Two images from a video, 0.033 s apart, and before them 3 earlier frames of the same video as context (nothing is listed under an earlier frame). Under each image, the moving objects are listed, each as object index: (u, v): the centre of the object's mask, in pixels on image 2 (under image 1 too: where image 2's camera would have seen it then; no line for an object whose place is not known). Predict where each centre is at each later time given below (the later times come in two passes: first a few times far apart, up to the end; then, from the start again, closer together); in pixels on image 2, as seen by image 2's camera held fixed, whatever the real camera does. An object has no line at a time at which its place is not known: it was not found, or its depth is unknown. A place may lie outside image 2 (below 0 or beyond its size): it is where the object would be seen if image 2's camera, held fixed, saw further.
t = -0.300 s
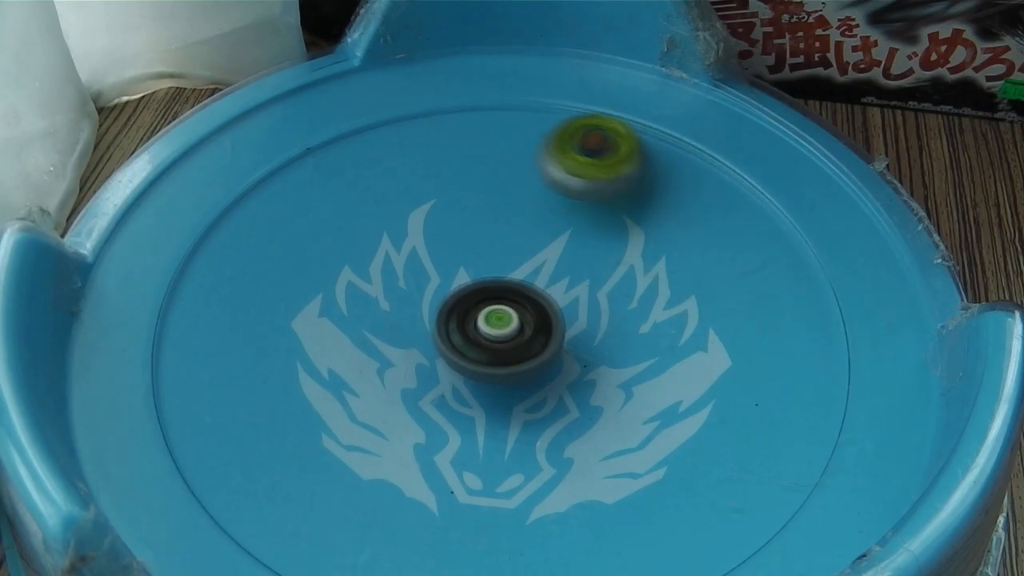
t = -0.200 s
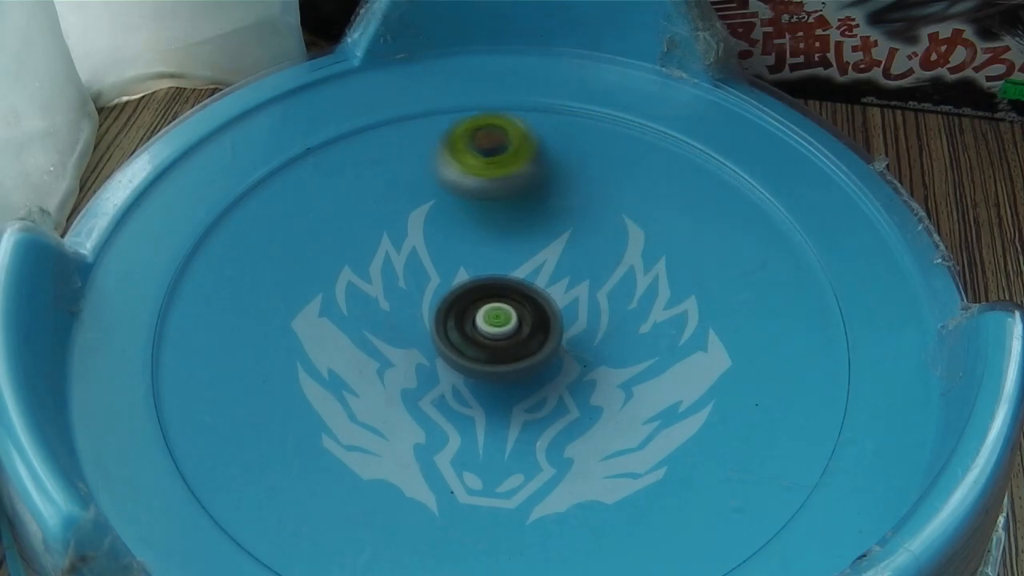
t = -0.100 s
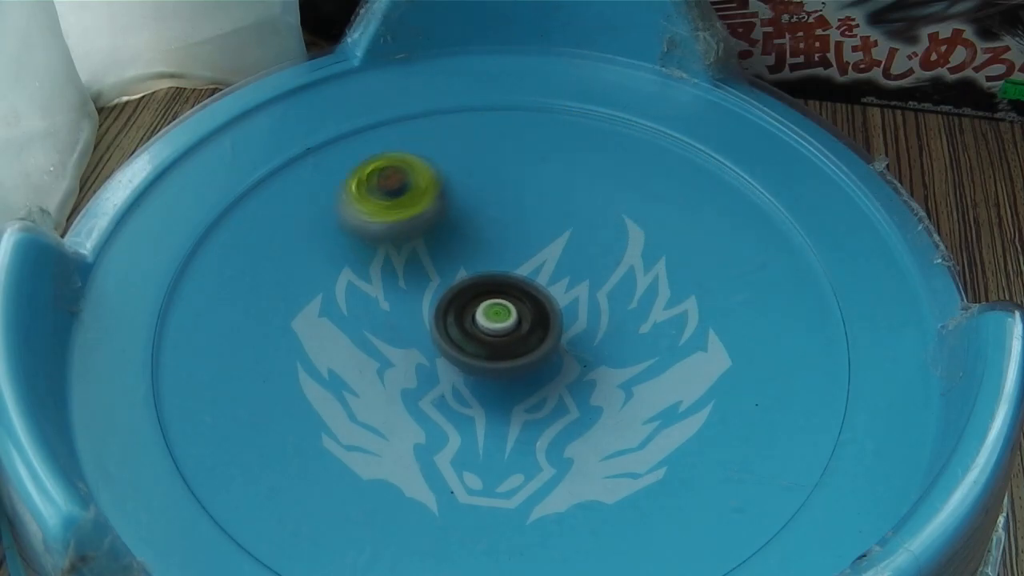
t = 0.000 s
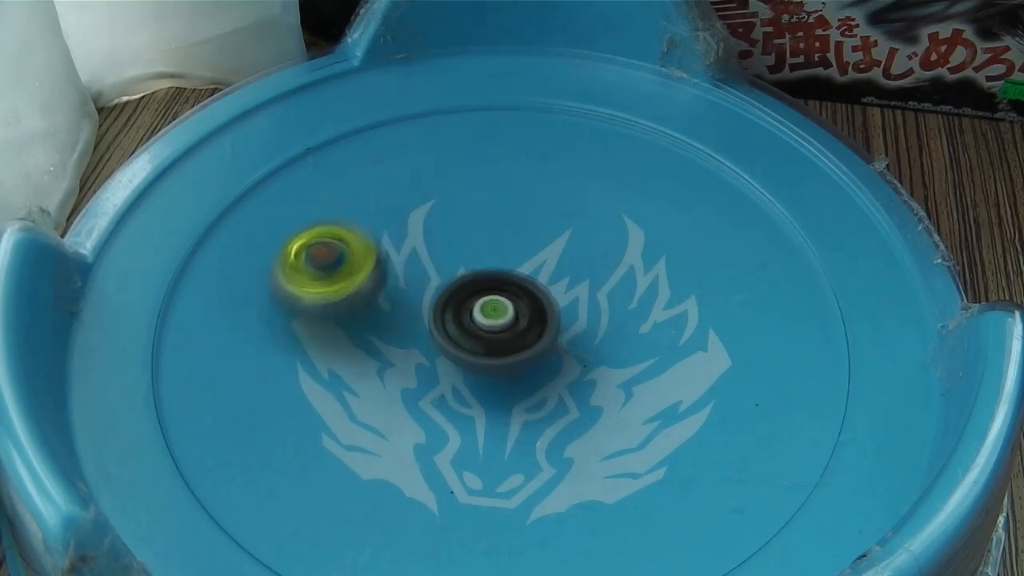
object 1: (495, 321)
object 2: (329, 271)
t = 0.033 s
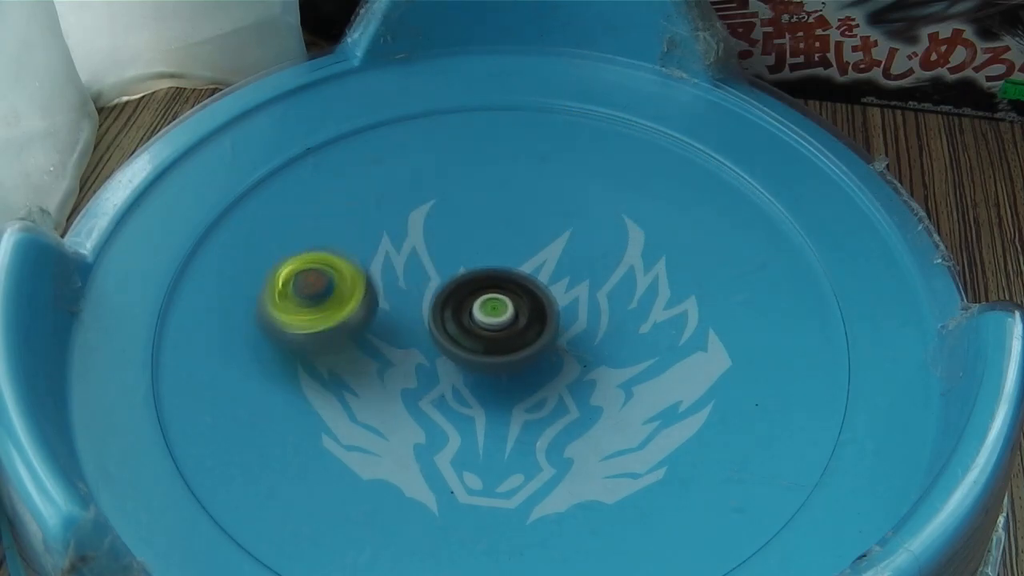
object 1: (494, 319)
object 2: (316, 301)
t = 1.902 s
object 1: (497, 330)
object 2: (647, 208)
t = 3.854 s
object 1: (498, 315)
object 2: (554, 450)
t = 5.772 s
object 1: (489, 315)
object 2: (332, 299)
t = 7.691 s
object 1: (505, 332)
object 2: (653, 307)
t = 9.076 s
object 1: (609, 373)
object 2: (326, 275)
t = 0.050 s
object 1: (493, 318)
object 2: (313, 316)
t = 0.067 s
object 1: (493, 317)
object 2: (311, 330)
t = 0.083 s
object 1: (492, 316)
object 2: (312, 345)
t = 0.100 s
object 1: (492, 316)
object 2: (314, 360)
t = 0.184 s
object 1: (489, 312)
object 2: (349, 438)
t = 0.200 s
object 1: (489, 311)
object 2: (361, 451)
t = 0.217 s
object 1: (488, 311)
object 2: (375, 463)
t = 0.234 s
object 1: (488, 310)
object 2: (390, 475)
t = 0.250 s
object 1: (489, 310)
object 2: (406, 484)
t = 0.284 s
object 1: (490, 310)
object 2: (444, 499)
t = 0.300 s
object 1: (490, 310)
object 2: (466, 506)
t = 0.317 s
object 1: (490, 311)
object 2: (488, 510)
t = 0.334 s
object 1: (490, 311)
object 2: (509, 511)
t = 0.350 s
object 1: (490, 312)
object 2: (532, 512)
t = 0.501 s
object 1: (489, 313)
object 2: (692, 444)
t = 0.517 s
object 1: (489, 313)
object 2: (701, 431)
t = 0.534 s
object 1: (490, 313)
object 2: (709, 416)
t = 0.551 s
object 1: (491, 313)
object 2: (713, 401)
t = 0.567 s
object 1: (491, 313)
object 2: (718, 387)
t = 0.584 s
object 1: (491, 313)
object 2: (719, 373)
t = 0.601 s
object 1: (491, 313)
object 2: (718, 358)
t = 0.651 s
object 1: (490, 313)
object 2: (706, 313)
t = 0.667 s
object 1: (490, 312)
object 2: (698, 299)
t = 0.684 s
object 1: (491, 312)
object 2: (690, 287)
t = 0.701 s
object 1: (491, 311)
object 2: (681, 275)
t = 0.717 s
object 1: (492, 312)
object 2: (669, 264)
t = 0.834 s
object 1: (495, 314)
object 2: (566, 206)
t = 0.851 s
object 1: (496, 314)
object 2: (549, 200)
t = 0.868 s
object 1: (496, 314)
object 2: (533, 197)
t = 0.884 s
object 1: (497, 315)
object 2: (517, 194)
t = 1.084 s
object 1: (510, 317)
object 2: (322, 224)
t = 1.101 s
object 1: (512, 318)
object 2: (309, 232)
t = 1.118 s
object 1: (513, 319)
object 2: (298, 241)
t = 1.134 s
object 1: (514, 319)
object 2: (287, 251)
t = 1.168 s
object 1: (515, 319)
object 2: (270, 274)
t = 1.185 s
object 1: (516, 319)
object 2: (264, 286)
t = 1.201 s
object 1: (516, 318)
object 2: (260, 300)
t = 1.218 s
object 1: (517, 318)
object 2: (257, 313)
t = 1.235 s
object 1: (518, 317)
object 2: (256, 328)
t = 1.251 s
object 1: (518, 317)
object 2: (257, 342)
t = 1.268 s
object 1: (519, 316)
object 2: (261, 356)
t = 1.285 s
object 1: (519, 316)
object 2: (267, 371)
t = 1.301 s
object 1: (520, 315)
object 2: (275, 384)
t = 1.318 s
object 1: (520, 315)
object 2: (285, 399)
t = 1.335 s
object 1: (520, 315)
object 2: (297, 412)
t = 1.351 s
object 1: (520, 314)
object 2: (311, 425)
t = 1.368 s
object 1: (520, 314)
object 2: (326, 436)
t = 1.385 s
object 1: (520, 314)
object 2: (343, 446)
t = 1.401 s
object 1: (519, 314)
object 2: (363, 454)
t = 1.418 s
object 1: (518, 315)
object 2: (383, 461)
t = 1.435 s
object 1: (516, 315)
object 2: (405, 465)
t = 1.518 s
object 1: (511, 313)
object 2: (514, 467)
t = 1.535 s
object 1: (511, 313)
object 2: (536, 462)
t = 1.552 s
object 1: (510, 313)
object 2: (556, 456)
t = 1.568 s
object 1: (510, 314)
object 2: (575, 448)
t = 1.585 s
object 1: (510, 315)
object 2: (593, 441)
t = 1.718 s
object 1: (506, 322)
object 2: (681, 345)
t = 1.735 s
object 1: (506, 323)
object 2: (685, 332)
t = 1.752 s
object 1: (505, 323)
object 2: (687, 318)
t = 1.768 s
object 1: (504, 324)
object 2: (688, 304)
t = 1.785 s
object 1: (504, 325)
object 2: (688, 291)
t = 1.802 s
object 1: (502, 326)
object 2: (688, 278)
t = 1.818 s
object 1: (501, 327)
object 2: (683, 264)
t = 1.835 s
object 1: (499, 328)
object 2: (678, 252)
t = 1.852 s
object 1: (499, 328)
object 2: (674, 242)
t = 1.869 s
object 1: (498, 329)
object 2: (665, 229)
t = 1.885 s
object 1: (497, 330)
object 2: (656, 218)
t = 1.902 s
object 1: (497, 330)
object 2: (647, 208)
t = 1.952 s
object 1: (498, 331)
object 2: (612, 184)
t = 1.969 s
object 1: (499, 331)
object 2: (598, 178)
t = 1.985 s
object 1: (500, 331)
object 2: (585, 173)
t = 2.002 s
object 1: (501, 332)
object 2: (570, 167)
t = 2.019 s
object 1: (503, 331)
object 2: (555, 165)
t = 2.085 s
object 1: (505, 333)
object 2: (494, 162)
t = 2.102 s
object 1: (505, 334)
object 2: (478, 165)
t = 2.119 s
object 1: (505, 334)
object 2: (461, 167)
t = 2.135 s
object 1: (505, 334)
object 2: (446, 172)
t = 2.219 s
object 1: (502, 332)
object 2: (378, 210)
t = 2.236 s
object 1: (502, 332)
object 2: (368, 221)
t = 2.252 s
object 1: (502, 331)
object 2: (357, 232)
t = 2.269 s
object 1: (502, 330)
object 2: (350, 244)
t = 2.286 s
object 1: (502, 330)
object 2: (342, 257)
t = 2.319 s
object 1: (502, 330)
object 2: (333, 284)
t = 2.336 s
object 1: (502, 330)
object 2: (330, 297)
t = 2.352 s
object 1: (502, 330)
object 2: (328, 311)
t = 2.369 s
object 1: (501, 330)
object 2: (329, 326)
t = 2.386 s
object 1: (500, 331)
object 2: (330, 340)
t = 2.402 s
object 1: (500, 330)
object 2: (334, 354)
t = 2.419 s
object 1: (498, 330)
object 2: (338, 368)
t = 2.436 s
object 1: (497, 330)
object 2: (345, 382)
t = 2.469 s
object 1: (495, 330)
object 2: (364, 411)
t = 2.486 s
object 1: (494, 329)
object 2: (374, 423)
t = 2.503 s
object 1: (493, 328)
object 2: (388, 434)
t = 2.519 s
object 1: (493, 327)
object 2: (401, 445)
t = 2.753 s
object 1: (495, 324)
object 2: (651, 453)
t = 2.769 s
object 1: (495, 324)
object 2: (666, 442)
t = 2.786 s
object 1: (495, 324)
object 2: (678, 433)
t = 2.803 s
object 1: (495, 324)
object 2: (688, 422)
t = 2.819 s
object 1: (495, 324)
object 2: (696, 411)
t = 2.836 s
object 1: (495, 324)
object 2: (702, 398)
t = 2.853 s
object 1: (495, 324)
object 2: (706, 384)
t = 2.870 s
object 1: (495, 323)
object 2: (709, 371)
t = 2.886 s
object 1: (495, 323)
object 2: (710, 359)
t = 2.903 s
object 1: (494, 322)
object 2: (710, 347)
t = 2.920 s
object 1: (494, 322)
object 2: (708, 334)
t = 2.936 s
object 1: (494, 321)
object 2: (704, 321)
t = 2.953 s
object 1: (493, 320)
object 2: (698, 309)
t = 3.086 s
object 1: (491, 314)
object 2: (610, 234)
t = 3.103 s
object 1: (490, 314)
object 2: (594, 227)
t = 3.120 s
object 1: (490, 314)
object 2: (581, 224)
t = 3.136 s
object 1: (489, 313)
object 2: (565, 219)
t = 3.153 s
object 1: (488, 313)
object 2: (550, 215)
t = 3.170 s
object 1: (488, 313)
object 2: (533, 212)
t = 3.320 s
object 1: (489, 315)
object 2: (391, 224)
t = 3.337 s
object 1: (489, 316)
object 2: (377, 229)
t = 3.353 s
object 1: (489, 316)
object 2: (364, 236)
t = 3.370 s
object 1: (489, 315)
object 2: (351, 242)
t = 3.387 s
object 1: (488, 315)
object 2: (339, 251)
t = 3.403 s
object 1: (488, 315)
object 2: (328, 259)
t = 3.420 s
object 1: (488, 314)
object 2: (318, 269)
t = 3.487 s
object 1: (491, 312)
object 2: (290, 313)
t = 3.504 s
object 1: (492, 312)
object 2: (286, 325)
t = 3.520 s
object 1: (493, 313)
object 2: (285, 338)
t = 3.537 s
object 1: (493, 313)
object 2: (285, 350)
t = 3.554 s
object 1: (494, 314)
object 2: (287, 362)
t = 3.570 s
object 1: (494, 314)
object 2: (292, 375)
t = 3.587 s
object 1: (494, 314)
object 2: (298, 388)
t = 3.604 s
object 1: (494, 314)
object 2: (306, 400)
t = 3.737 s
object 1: (494, 312)
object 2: (424, 465)
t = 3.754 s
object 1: (495, 312)
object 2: (442, 467)
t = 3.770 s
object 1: (495, 312)
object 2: (462, 468)
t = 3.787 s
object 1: (496, 312)
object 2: (482, 467)
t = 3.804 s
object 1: (496, 313)
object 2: (501, 465)
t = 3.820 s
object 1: (498, 313)
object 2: (519, 461)
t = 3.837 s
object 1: (497, 314)
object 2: (537, 456)
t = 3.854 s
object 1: (498, 315)
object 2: (554, 450)
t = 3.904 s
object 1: (498, 317)
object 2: (599, 425)
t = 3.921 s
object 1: (498, 318)
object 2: (612, 416)
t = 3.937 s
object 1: (498, 318)
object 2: (622, 404)
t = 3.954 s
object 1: (497, 319)
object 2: (631, 392)
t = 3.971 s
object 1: (497, 319)
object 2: (638, 380)
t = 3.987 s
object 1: (497, 320)
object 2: (646, 370)
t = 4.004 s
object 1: (498, 320)
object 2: (651, 357)
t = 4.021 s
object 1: (498, 320)
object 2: (656, 345)
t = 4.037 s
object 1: (498, 320)
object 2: (657, 329)
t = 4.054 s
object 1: (498, 320)
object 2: (657, 316)
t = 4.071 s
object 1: (499, 321)
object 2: (657, 306)
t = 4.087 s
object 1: (500, 321)
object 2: (656, 293)
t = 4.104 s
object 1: (501, 321)
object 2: (652, 281)
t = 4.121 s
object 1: (502, 321)
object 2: (648, 268)
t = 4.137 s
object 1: (503, 321)
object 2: (642, 257)
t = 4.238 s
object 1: (506, 323)
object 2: (589, 203)
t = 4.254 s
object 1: (507, 324)
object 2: (578, 197)
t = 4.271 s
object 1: (507, 324)
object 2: (565, 191)
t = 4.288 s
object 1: (507, 325)
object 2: (554, 187)
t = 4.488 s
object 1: (504, 326)
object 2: (395, 205)
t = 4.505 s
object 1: (505, 326)
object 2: (384, 212)
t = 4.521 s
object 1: (505, 326)
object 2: (374, 220)
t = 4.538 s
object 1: (506, 326)
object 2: (366, 229)
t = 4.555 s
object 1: (507, 326)
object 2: (358, 239)
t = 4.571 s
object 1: (507, 327)
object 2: (351, 249)
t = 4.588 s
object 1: (507, 328)
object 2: (345, 260)
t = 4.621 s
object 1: (506, 329)
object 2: (338, 285)
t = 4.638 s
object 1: (506, 330)
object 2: (335, 296)
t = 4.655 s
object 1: (505, 330)
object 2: (334, 309)
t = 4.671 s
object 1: (503, 331)
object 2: (335, 322)
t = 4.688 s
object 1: (502, 331)
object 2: (338, 335)
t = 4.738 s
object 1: (500, 331)
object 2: (354, 372)
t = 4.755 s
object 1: (500, 331)
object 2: (363, 386)
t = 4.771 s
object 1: (500, 330)
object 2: (373, 397)
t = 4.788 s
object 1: (500, 330)
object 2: (383, 407)
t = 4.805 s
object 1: (501, 330)
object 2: (397, 418)
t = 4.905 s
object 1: (504, 332)
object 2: (492, 456)
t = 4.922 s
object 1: (504, 333)
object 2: (509, 457)
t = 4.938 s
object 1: (503, 333)
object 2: (527, 457)
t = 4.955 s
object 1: (502, 333)
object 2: (545, 457)
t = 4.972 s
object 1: (501, 333)
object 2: (562, 455)
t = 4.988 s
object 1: (500, 333)
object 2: (578, 452)
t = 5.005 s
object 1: (500, 332)
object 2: (595, 448)
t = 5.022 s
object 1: (500, 332)
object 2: (610, 442)
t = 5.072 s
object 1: (502, 329)
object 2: (651, 419)
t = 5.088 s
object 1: (502, 328)
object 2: (662, 410)
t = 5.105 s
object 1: (503, 328)
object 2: (670, 401)
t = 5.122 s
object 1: (503, 328)
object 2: (678, 390)
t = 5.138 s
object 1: (503, 328)
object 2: (684, 379)
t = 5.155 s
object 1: (503, 328)
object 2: (689, 368)
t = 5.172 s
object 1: (504, 328)
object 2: (692, 357)
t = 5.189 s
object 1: (503, 329)
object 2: (694, 347)
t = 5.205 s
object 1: (502, 329)
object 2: (694, 336)
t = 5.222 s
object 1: (501, 329)
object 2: (694, 326)
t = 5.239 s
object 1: (500, 329)
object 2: (692, 315)
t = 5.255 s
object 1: (498, 329)
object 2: (688, 305)
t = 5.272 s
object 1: (498, 329)
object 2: (684, 295)
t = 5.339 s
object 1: (494, 329)
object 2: (653, 259)
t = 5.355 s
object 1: (492, 328)
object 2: (643, 251)
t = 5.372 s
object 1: (492, 327)
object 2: (632, 244)
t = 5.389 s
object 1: (492, 326)
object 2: (620, 238)
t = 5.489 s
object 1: (494, 322)
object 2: (539, 215)
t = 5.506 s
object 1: (494, 323)
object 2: (525, 214)
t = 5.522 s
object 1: (495, 322)
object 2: (512, 214)
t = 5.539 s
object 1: (495, 323)
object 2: (496, 215)
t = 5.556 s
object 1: (495, 323)
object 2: (481, 216)
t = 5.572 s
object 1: (494, 324)
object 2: (466, 218)
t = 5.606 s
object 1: (493, 323)
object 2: (437, 224)
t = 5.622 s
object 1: (493, 322)
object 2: (424, 228)
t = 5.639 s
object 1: (492, 321)
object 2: (410, 233)
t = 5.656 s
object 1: (491, 320)
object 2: (397, 239)
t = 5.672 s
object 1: (491, 320)
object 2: (386, 246)
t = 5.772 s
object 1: (489, 315)
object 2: (332, 299)
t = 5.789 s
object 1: (489, 314)
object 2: (326, 310)
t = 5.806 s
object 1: (489, 313)
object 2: (322, 320)
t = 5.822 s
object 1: (489, 313)
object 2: (320, 331)
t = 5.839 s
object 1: (489, 313)
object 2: (319, 343)
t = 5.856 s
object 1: (489, 314)
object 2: (319, 354)
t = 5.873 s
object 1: (489, 314)
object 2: (320, 365)
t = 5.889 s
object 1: (489, 315)
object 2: (324, 376)
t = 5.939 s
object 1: (488, 316)
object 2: (343, 410)
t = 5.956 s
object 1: (488, 316)
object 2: (351, 420)
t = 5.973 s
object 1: (487, 316)
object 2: (360, 429)
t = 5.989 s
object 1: (487, 316)
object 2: (371, 437)
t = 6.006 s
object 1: (487, 316)
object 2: (385, 444)
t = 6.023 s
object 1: (487, 316)
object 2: (397, 450)
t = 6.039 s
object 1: (486, 315)
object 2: (412, 455)
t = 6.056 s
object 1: (487, 315)
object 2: (427, 460)
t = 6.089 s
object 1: (488, 315)
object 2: (459, 465)
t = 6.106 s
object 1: (489, 315)
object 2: (476, 466)
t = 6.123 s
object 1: (490, 316)
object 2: (492, 466)
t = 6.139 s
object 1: (490, 316)
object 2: (507, 463)
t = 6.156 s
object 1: (491, 316)
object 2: (523, 460)
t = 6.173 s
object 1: (491, 316)
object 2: (539, 456)
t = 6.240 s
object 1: (492, 317)
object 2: (594, 429)
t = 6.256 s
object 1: (492, 317)
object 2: (606, 421)
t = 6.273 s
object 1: (492, 317)
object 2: (616, 411)
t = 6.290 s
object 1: (492, 317)
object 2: (625, 401)
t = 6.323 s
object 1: (492, 317)
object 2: (636, 378)
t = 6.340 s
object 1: (492, 316)
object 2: (642, 368)
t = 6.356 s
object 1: (493, 316)
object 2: (645, 359)
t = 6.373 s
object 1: (493, 315)
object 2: (647, 347)
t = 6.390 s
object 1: (495, 314)
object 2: (647, 332)
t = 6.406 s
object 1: (495, 314)
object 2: (646, 320)
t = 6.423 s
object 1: (497, 314)
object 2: (645, 311)
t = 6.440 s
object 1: (497, 313)
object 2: (642, 301)
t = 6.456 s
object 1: (499, 313)
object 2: (639, 290)
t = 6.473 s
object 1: (500, 313)
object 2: (632, 278)
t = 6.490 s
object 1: (501, 314)
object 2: (625, 267)
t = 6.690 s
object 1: (506, 317)
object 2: (502, 198)
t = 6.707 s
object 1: (506, 317)
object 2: (489, 197)
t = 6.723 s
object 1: (508, 317)
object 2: (477, 196)
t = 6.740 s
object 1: (508, 317)
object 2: (465, 197)
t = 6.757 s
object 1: (509, 318)
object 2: (453, 198)
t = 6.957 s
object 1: (512, 317)
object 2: (349, 268)
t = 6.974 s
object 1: (512, 318)
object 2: (344, 278)
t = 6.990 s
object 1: (512, 317)
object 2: (341, 287)
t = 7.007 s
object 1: (513, 317)
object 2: (339, 297)
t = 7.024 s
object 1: (513, 317)
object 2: (338, 306)
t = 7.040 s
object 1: (513, 318)
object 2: (338, 316)
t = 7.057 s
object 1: (513, 318)
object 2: (339, 327)
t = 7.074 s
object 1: (513, 319)
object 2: (342, 337)
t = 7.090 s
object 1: (512, 319)
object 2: (345, 347)
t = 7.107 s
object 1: (511, 320)
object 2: (351, 357)
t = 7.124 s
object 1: (511, 320)
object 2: (357, 369)
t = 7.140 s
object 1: (510, 320)
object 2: (364, 378)
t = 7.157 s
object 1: (509, 319)
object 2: (373, 389)
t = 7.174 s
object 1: (508, 319)
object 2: (383, 398)
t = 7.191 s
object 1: (507, 318)
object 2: (394, 404)
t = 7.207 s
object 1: (507, 318)
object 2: (405, 412)
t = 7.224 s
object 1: (507, 318)
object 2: (417, 419)
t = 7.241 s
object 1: (507, 318)
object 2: (430, 426)
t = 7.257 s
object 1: (507, 318)
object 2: (444, 430)
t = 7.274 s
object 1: (506, 319)
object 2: (459, 435)
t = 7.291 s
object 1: (506, 319)
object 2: (474, 437)
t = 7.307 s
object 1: (505, 320)
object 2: (489, 439)
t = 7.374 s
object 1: (502, 323)
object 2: (548, 435)
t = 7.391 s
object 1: (501, 324)
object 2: (562, 432)
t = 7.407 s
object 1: (500, 325)
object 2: (575, 429)
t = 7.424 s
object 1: (500, 326)
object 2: (588, 424)
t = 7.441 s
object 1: (499, 327)
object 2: (600, 419)
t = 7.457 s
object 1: (499, 327)
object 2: (611, 414)
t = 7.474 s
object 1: (499, 328)
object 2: (620, 407)
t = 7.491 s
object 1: (498, 329)
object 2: (629, 400)
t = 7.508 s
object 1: (499, 330)
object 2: (637, 391)
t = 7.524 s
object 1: (498, 331)
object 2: (643, 384)
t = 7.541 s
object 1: (499, 332)
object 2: (648, 375)
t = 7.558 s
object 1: (498, 333)
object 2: (651, 368)
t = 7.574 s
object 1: (499, 333)
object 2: (655, 359)
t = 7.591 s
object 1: (499, 333)
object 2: (658, 350)
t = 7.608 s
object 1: (501, 333)
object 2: (660, 344)
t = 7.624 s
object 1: (501, 333)
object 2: (660, 335)
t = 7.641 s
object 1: (503, 332)
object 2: (659, 327)
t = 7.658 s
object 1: (504, 332)
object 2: (657, 319)
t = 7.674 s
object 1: (505, 332)
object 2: (655, 312)
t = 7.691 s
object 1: (505, 332)
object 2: (653, 307)
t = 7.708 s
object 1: (505, 331)
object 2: (650, 302)
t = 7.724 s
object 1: (504, 332)
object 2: (646, 297)
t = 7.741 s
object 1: (504, 331)
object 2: (639, 286)
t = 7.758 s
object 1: (503, 331)
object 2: (634, 281)
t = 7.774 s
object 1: (501, 330)
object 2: (629, 276)
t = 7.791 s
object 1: (500, 330)
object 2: (622, 271)
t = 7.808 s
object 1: (499, 329)
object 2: (615, 266)
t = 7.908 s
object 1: (497, 329)
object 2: (573, 249)
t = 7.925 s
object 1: (497, 329)
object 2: (566, 247)
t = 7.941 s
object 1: (496, 329)
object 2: (558, 245)
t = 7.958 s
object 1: (497, 329)
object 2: (551, 244)
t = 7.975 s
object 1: (497, 330)
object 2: (544, 243)
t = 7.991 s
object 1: (494, 334)
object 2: (538, 240)
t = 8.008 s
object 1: (488, 344)
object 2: (536, 227)
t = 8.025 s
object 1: (484, 353)
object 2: (535, 217)
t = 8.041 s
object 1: (480, 361)
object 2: (531, 208)
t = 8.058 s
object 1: (476, 367)
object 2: (526, 200)
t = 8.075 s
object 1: (474, 371)
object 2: (522, 196)
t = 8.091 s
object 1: (471, 375)
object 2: (516, 192)
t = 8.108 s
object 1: (471, 378)
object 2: (508, 188)
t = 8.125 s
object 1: (470, 380)
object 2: (501, 188)
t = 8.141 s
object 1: (470, 383)
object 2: (493, 186)
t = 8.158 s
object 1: (470, 384)
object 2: (485, 185)
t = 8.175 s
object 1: (471, 385)
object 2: (477, 185)
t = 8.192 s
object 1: (472, 386)
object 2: (469, 186)
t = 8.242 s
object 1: (477, 388)
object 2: (448, 191)
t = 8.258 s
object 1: (479, 389)
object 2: (442, 194)
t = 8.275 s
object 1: (481, 389)
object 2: (436, 197)
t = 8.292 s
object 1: (483, 390)
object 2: (431, 201)
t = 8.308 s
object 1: (484, 390)
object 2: (426, 204)
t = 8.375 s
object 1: (487, 390)
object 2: (409, 222)
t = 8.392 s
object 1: (488, 390)
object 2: (405, 226)
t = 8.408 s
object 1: (487, 390)
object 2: (403, 232)
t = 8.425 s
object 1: (487, 389)
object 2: (400, 237)
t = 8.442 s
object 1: (486, 388)
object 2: (397, 243)
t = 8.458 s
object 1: (485, 387)
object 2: (396, 249)
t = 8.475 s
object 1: (484, 386)
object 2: (394, 256)
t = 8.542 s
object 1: (484, 377)
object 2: (391, 285)
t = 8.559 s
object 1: (484, 375)
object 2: (392, 292)
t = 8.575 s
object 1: (484, 373)
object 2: (392, 300)
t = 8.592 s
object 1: (490, 377)
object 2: (389, 300)
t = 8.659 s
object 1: (545, 429)
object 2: (343, 244)
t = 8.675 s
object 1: (557, 440)
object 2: (335, 235)
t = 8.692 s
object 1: (566, 446)
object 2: (329, 228)
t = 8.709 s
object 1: (575, 449)
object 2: (325, 223)
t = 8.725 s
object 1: (583, 451)
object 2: (320, 219)
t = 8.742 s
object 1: (589, 452)
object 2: (316, 216)
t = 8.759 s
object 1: (594, 450)
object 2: (313, 216)
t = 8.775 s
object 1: (599, 448)
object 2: (310, 216)
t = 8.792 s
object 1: (602, 445)
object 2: (307, 218)
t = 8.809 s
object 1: (605, 441)
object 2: (305, 220)
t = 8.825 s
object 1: (608, 437)
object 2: (304, 221)
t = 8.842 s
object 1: (610, 433)
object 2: (303, 225)
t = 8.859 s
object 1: (611, 429)
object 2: (302, 226)
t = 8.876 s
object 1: (613, 424)
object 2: (302, 228)
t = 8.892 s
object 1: (614, 420)
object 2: (302, 231)
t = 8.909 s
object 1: (616, 416)
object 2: (302, 233)
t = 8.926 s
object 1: (616, 412)
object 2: (303, 235)
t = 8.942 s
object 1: (616, 407)
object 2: (303, 238)
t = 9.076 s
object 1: (609, 373)
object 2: (326, 275)
